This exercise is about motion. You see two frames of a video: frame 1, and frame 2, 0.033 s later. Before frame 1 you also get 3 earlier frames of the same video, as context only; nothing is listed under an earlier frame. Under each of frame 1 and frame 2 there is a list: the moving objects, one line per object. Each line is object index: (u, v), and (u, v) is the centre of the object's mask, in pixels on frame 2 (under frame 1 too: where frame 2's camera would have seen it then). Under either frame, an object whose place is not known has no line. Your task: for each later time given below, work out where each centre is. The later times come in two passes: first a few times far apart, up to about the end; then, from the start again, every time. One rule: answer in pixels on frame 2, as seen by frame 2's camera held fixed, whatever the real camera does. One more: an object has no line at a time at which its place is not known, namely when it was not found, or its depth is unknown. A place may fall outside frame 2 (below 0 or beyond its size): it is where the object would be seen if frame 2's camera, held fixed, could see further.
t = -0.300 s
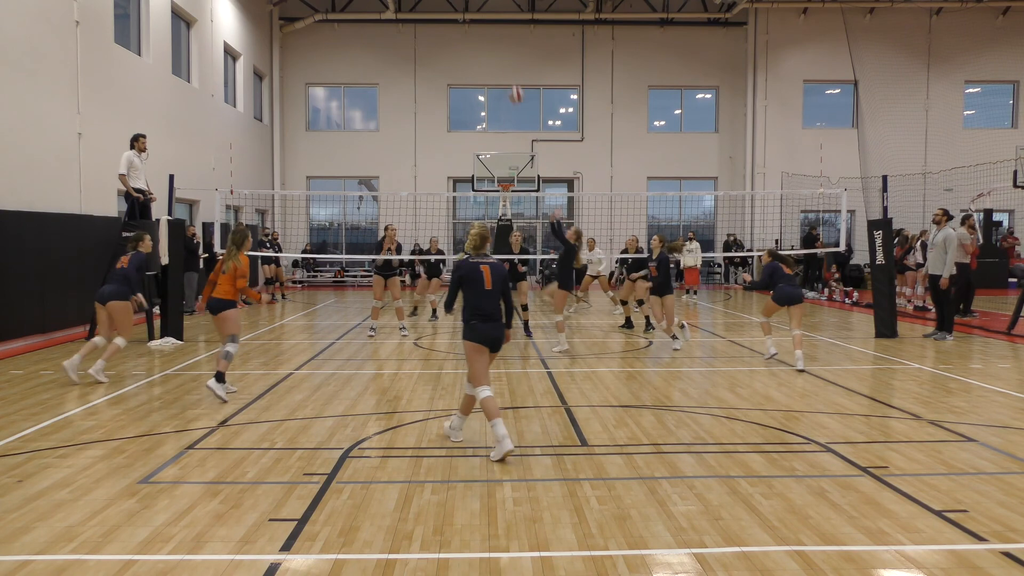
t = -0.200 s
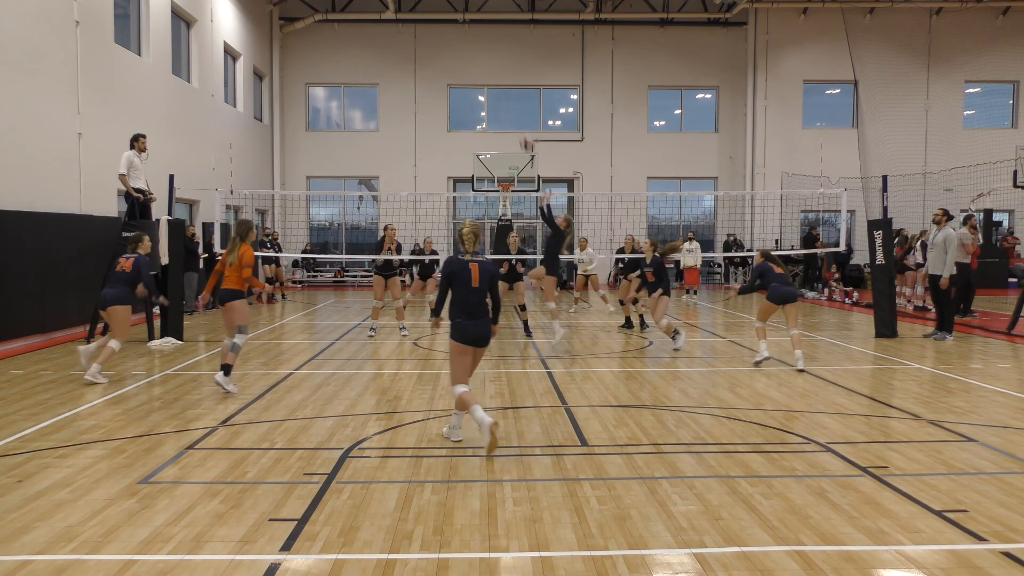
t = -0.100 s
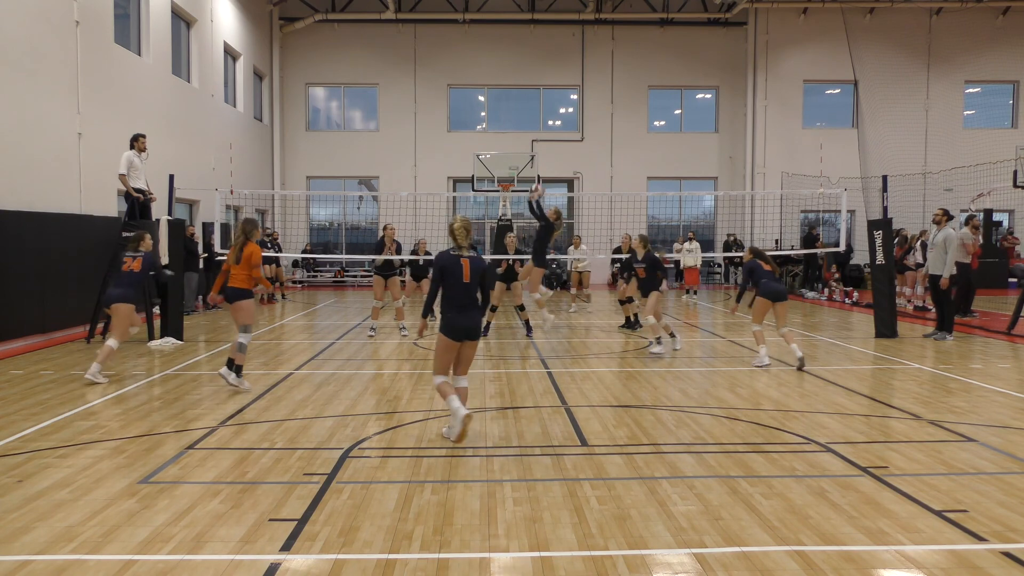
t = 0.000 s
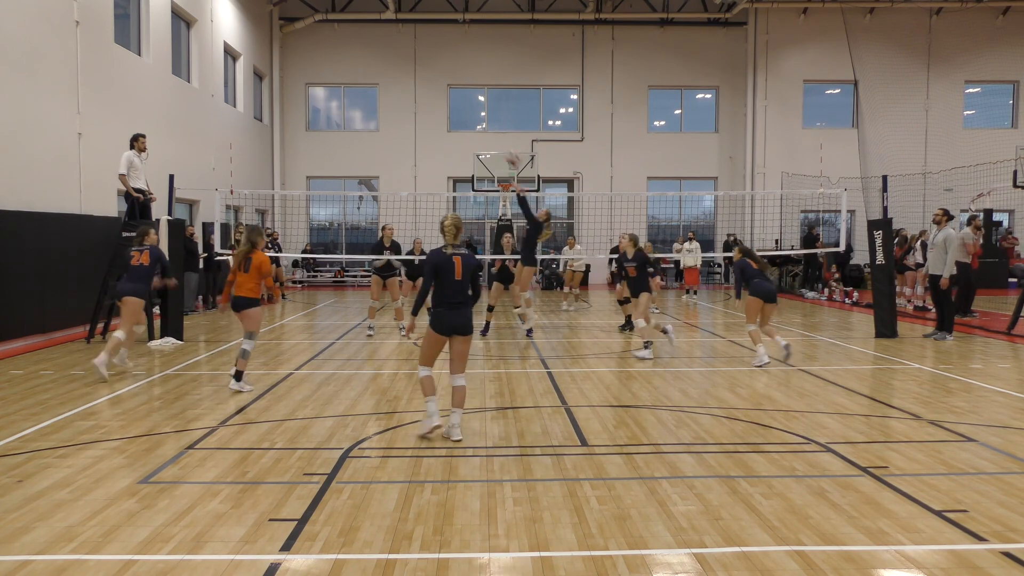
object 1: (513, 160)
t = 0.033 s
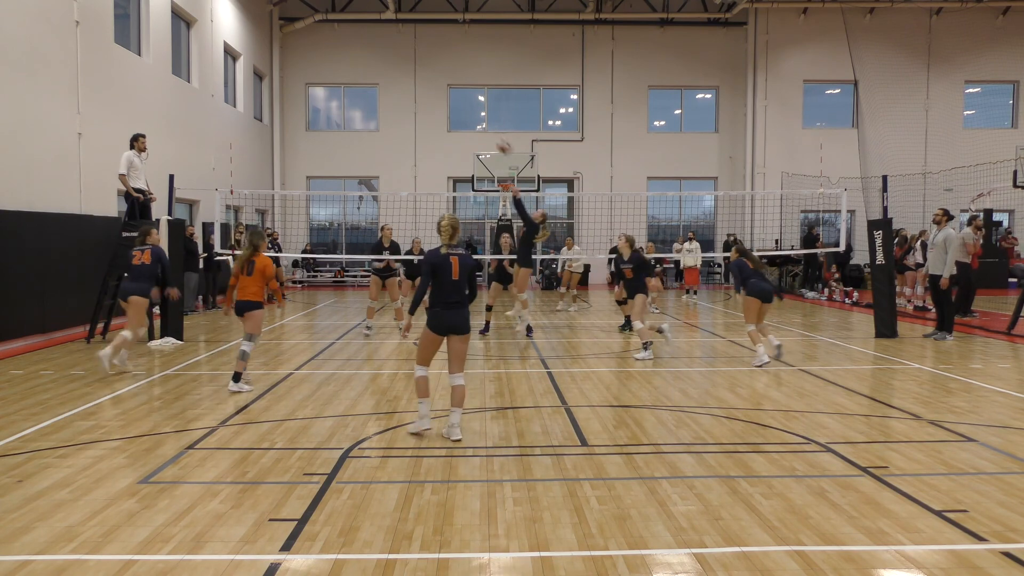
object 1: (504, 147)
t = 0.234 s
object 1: (451, 88)
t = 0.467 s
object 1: (392, 59)
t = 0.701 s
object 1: (335, 69)
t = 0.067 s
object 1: (495, 135)
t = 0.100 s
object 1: (486, 125)
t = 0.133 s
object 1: (478, 114)
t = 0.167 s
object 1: (470, 105)
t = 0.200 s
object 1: (460, 96)
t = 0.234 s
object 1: (451, 88)
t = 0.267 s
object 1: (443, 82)
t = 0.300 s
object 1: (434, 76)
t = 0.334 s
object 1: (426, 71)
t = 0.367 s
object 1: (418, 67)
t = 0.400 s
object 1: (409, 64)
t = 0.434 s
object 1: (400, 61)
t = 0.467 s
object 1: (392, 59)
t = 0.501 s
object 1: (383, 58)
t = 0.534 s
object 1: (374, 58)
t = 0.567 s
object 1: (366, 59)
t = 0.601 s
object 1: (358, 60)
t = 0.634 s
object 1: (350, 62)
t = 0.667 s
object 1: (343, 65)
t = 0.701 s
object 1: (335, 69)
